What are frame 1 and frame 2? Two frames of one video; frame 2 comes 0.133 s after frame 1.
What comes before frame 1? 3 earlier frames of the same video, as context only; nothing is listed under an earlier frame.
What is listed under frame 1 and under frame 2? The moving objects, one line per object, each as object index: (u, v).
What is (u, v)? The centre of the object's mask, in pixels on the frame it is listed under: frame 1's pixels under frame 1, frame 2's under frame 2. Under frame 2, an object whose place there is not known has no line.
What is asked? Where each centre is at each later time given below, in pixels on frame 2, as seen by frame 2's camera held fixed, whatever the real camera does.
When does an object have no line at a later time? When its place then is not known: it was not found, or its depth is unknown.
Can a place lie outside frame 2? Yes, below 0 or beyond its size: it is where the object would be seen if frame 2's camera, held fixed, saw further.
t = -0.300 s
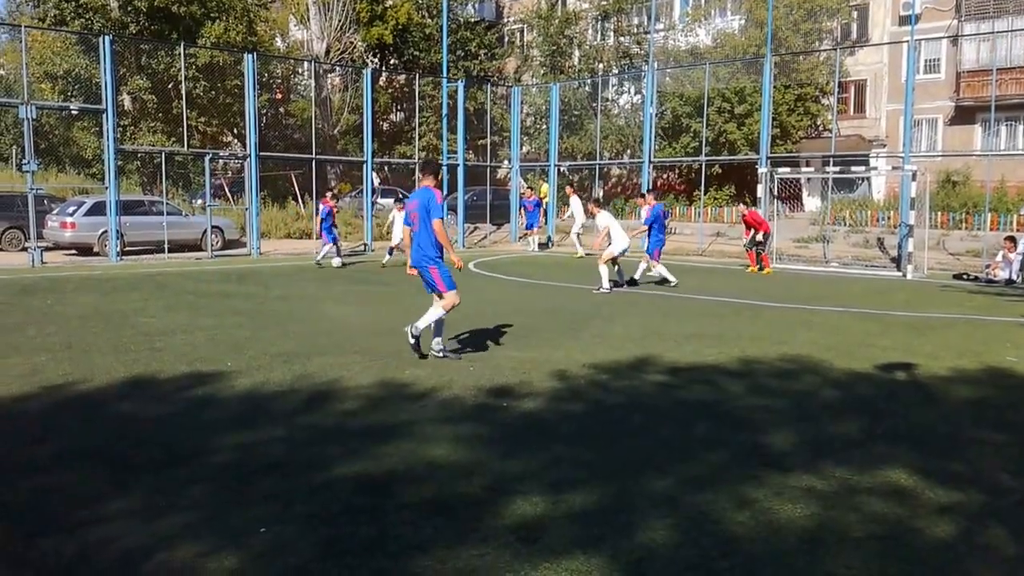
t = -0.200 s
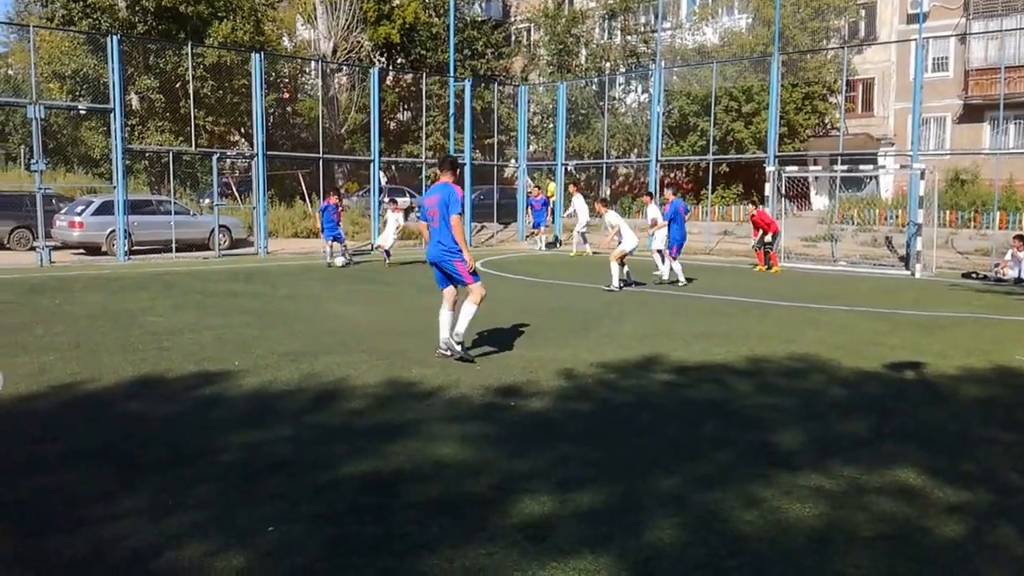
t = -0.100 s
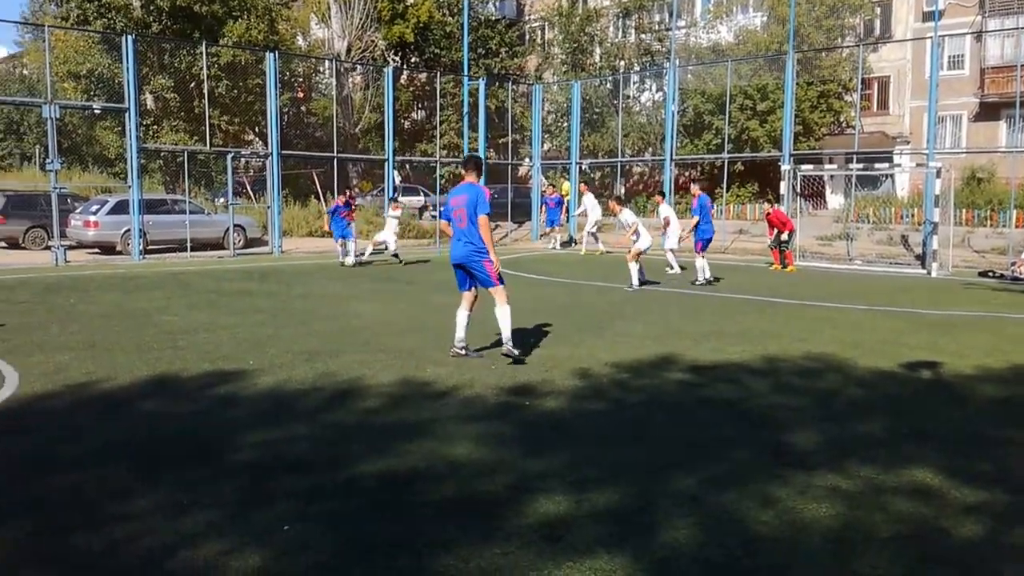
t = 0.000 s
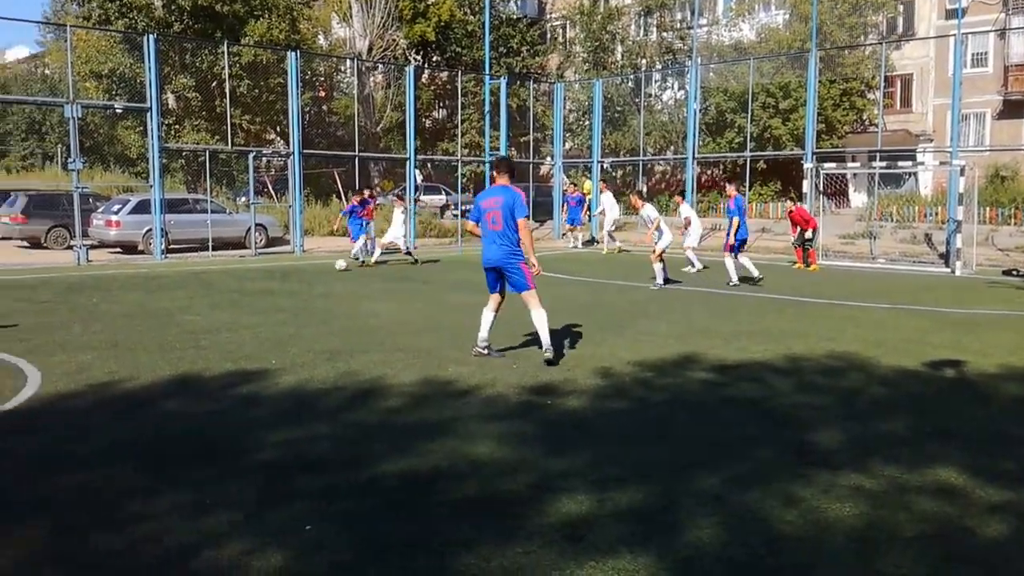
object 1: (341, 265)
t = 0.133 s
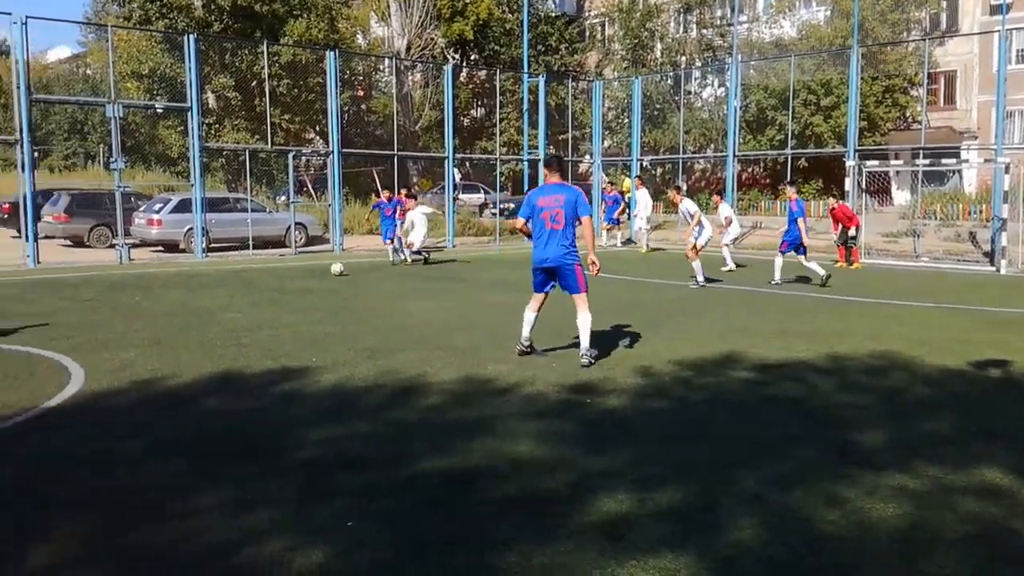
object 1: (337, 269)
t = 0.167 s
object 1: (328, 271)
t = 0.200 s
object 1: (320, 272)
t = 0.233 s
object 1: (311, 274)
